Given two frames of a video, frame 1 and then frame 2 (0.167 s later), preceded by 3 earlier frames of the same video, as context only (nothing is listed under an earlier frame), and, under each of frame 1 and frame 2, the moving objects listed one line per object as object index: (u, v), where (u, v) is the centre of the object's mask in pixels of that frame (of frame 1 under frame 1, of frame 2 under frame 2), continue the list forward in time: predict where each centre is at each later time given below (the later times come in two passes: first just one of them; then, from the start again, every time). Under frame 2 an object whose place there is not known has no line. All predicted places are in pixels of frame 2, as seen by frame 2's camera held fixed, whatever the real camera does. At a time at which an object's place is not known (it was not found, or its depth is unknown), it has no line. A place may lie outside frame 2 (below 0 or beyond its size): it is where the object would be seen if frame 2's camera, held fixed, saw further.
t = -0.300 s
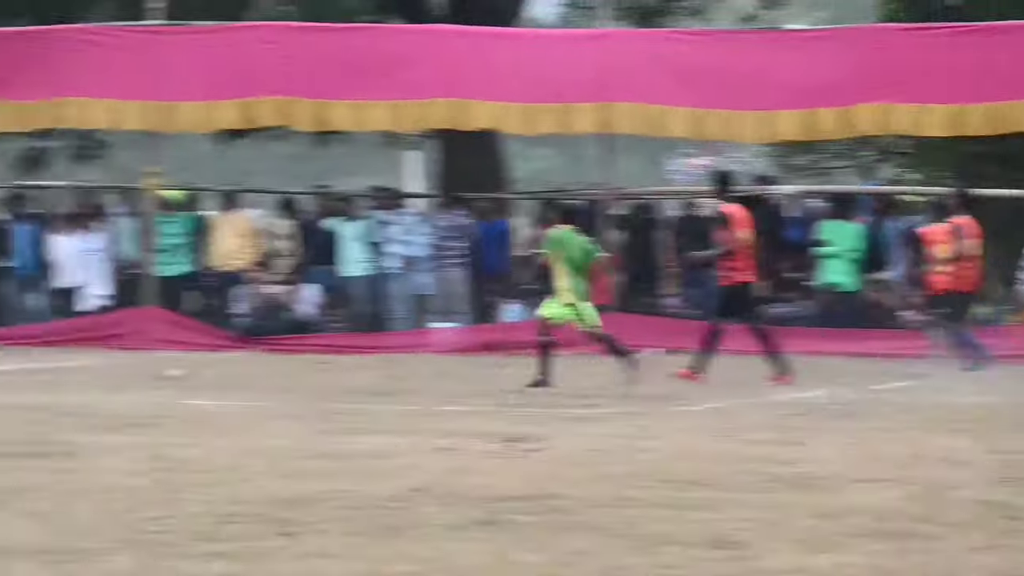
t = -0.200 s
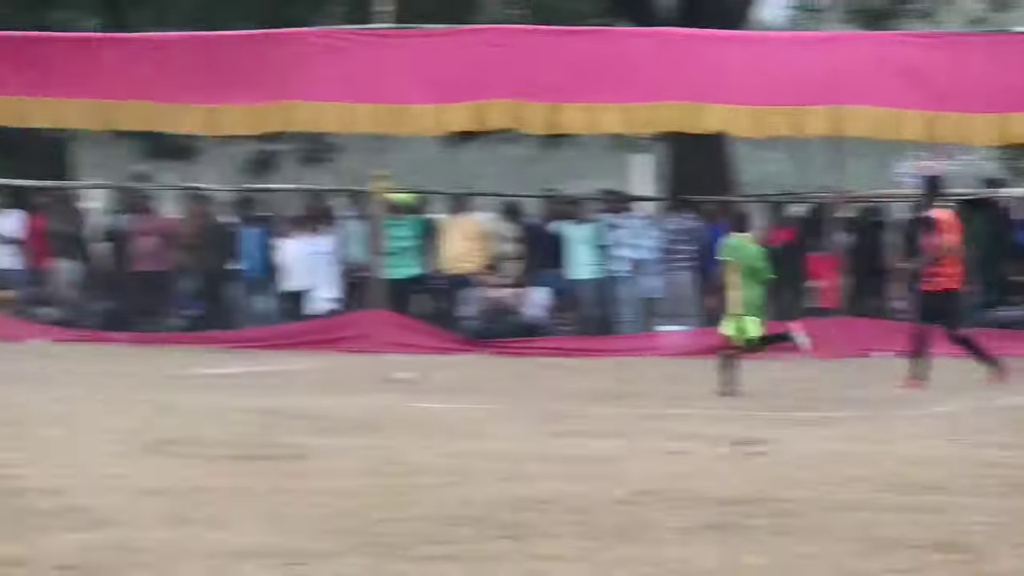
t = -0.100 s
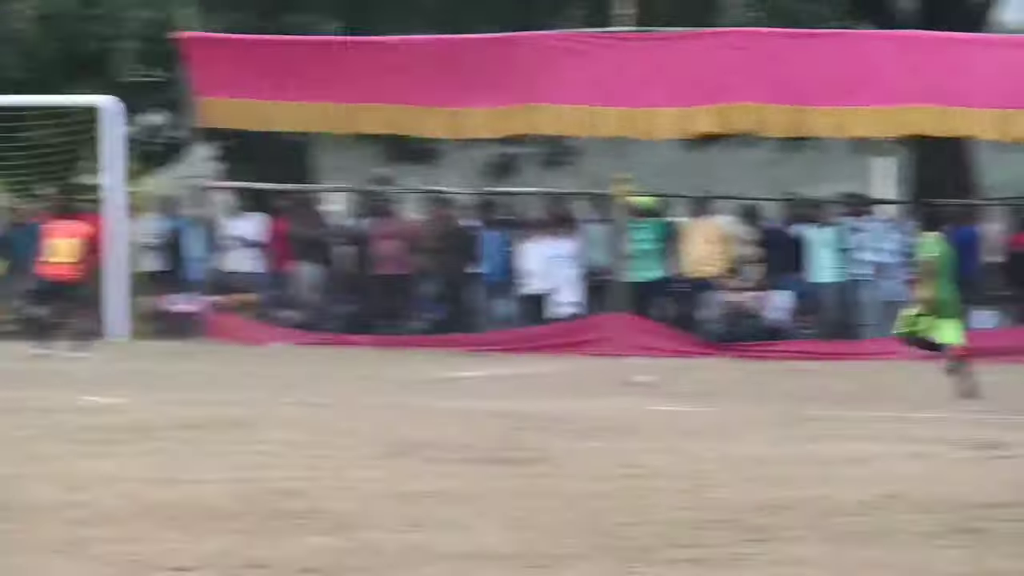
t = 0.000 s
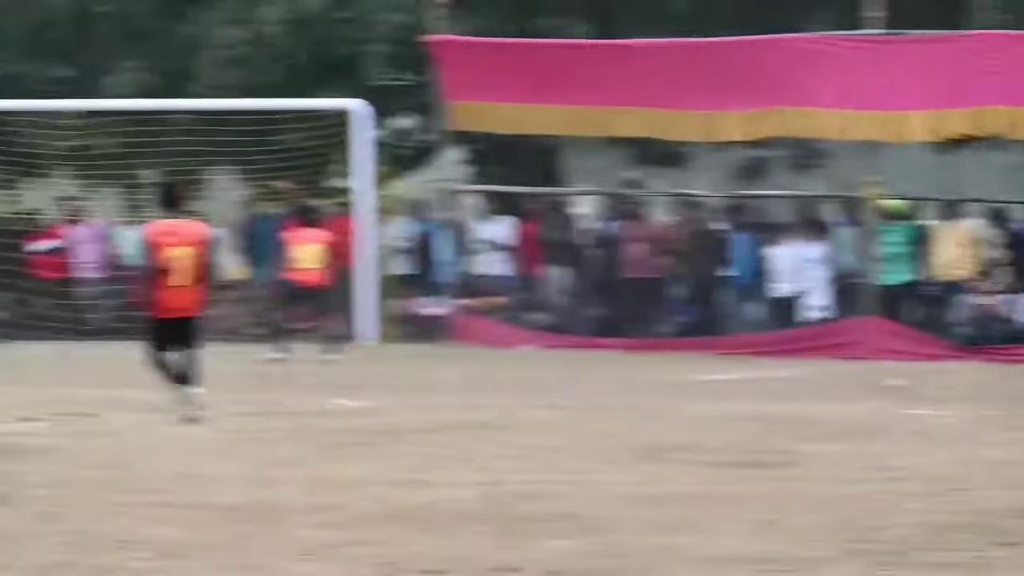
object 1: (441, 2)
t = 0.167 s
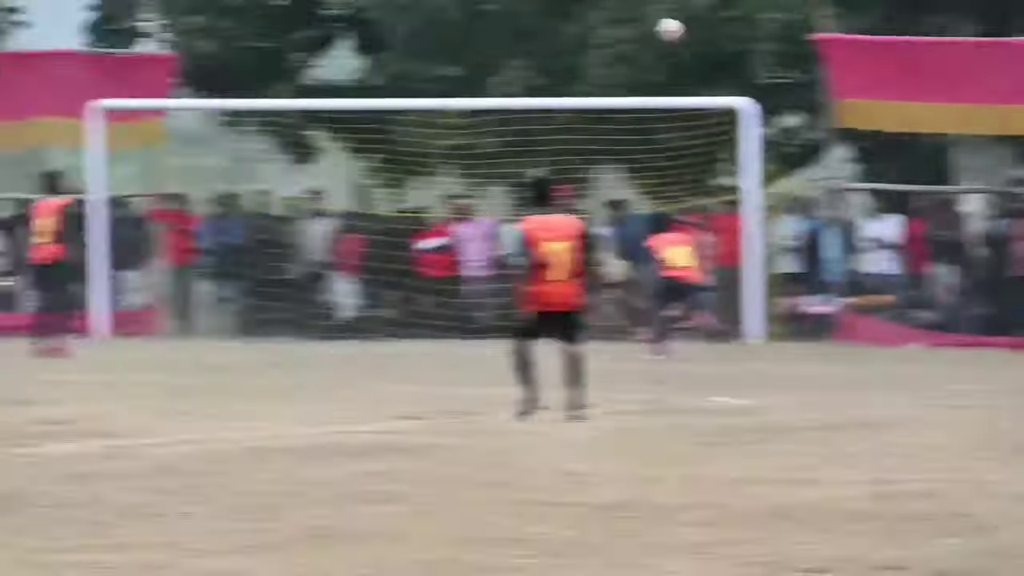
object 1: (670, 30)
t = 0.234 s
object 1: (611, 53)
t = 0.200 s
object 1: (640, 40)
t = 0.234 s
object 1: (611, 53)
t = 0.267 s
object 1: (583, 65)
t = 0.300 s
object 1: (554, 77)
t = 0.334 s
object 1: (528, 89)
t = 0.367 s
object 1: (501, 103)
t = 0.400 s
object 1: (473, 118)
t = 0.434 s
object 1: (445, 132)
